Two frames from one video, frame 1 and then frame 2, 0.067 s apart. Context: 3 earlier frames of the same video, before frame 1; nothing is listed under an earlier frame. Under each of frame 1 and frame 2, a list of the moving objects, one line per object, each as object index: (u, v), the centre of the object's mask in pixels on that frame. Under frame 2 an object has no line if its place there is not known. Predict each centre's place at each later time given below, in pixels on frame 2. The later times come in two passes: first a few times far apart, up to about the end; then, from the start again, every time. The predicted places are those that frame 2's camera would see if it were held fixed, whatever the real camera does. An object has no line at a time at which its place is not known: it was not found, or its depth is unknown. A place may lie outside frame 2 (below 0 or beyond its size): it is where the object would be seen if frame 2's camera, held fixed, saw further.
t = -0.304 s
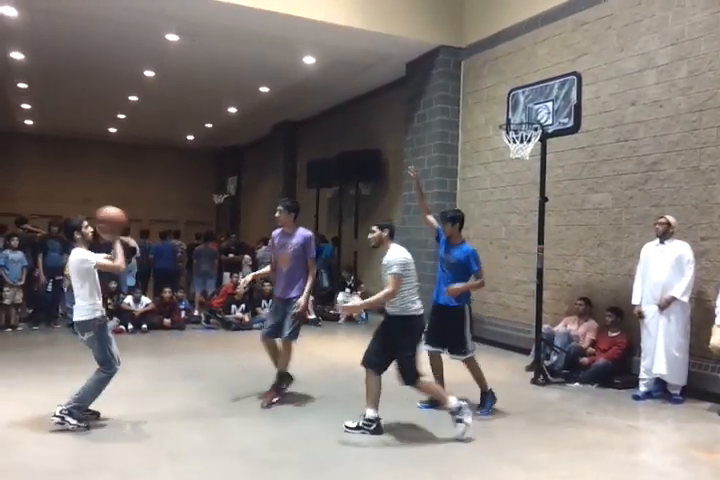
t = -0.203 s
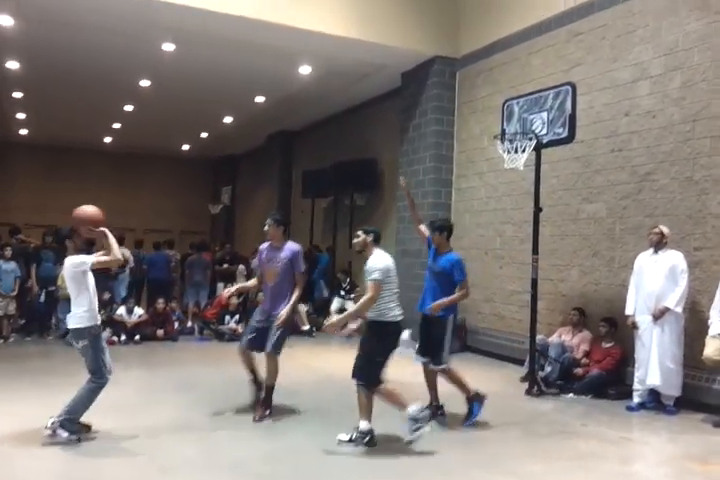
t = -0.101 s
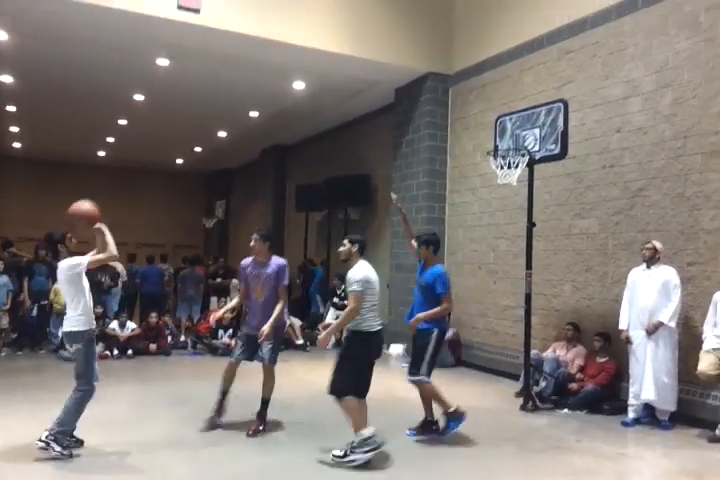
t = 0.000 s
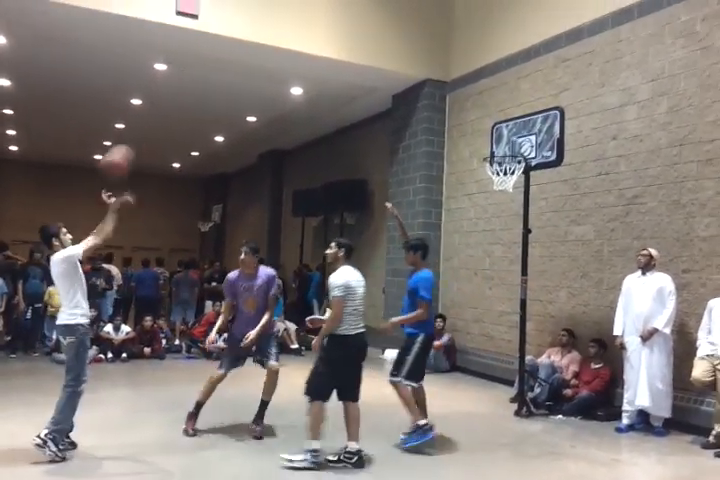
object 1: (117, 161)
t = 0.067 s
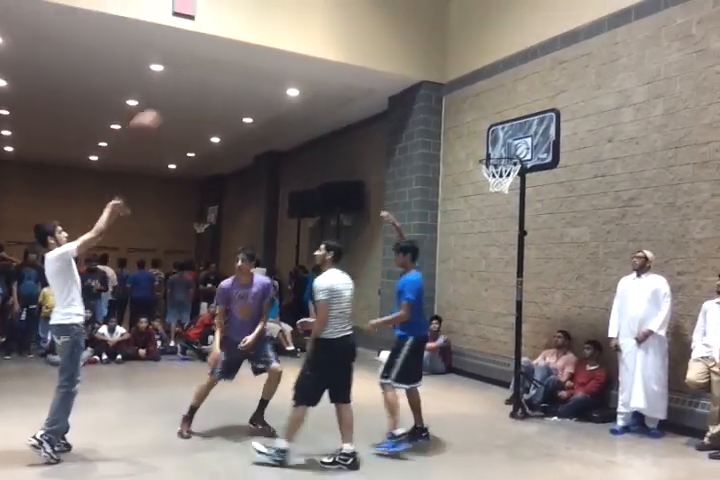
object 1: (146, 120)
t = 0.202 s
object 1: (207, 71)
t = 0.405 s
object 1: (288, 31)
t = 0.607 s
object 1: (357, 32)
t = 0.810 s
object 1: (419, 73)
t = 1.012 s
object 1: (470, 144)
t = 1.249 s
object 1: (422, 193)
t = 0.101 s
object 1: (163, 108)
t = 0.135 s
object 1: (179, 94)
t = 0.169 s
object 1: (192, 82)
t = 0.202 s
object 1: (207, 71)
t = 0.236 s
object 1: (220, 61)
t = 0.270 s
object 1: (235, 54)
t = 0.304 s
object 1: (249, 47)
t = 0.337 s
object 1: (263, 40)
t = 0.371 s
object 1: (275, 35)
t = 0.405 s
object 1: (288, 31)
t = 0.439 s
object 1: (300, 28)
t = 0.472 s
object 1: (312, 27)
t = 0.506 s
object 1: (324, 26)
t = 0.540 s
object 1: (336, 28)
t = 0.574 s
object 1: (347, 30)
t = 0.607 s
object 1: (357, 32)
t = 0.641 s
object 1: (368, 36)
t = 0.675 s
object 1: (378, 42)
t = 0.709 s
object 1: (388, 48)
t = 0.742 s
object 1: (398, 55)
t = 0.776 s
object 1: (408, 63)
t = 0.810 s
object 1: (419, 73)
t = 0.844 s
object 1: (428, 82)
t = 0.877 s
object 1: (435, 92)
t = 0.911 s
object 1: (444, 102)
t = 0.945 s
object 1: (453, 116)
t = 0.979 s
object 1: (462, 130)
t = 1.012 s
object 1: (470, 144)
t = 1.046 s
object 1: (476, 157)
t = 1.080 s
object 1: (470, 161)
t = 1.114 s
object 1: (459, 166)
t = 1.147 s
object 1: (451, 171)
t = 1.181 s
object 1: (441, 177)
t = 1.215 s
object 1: (432, 184)
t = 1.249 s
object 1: (422, 193)
